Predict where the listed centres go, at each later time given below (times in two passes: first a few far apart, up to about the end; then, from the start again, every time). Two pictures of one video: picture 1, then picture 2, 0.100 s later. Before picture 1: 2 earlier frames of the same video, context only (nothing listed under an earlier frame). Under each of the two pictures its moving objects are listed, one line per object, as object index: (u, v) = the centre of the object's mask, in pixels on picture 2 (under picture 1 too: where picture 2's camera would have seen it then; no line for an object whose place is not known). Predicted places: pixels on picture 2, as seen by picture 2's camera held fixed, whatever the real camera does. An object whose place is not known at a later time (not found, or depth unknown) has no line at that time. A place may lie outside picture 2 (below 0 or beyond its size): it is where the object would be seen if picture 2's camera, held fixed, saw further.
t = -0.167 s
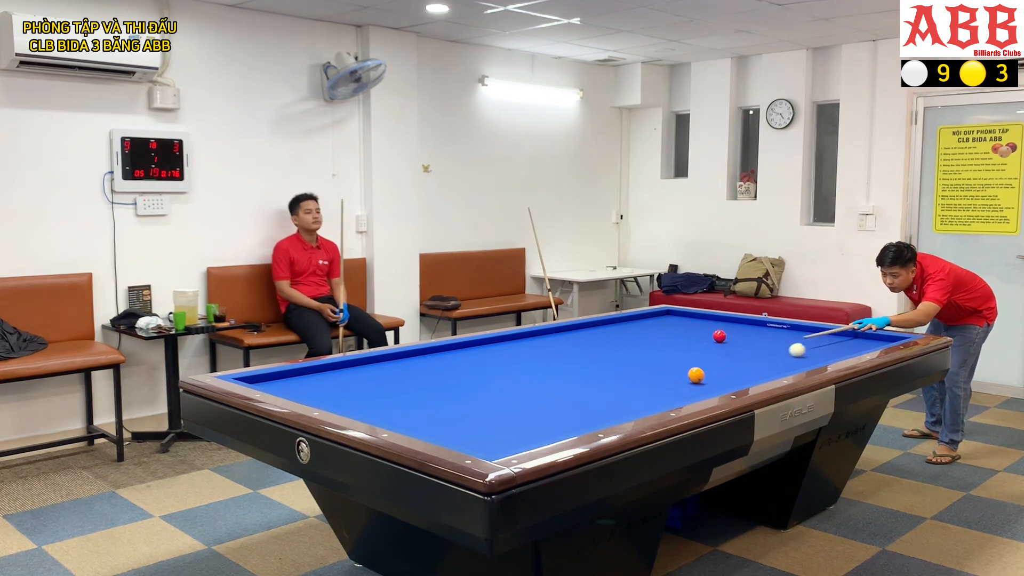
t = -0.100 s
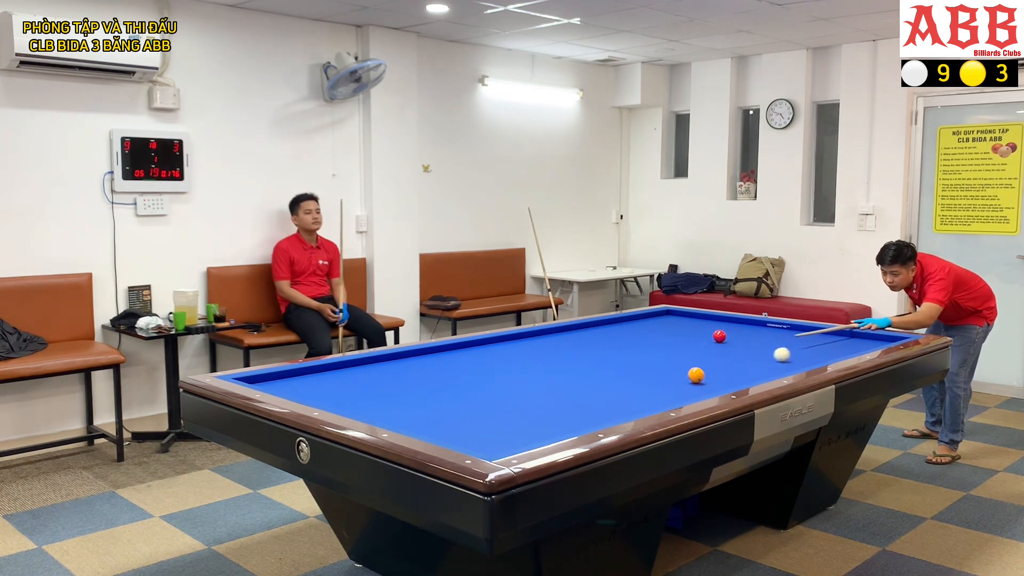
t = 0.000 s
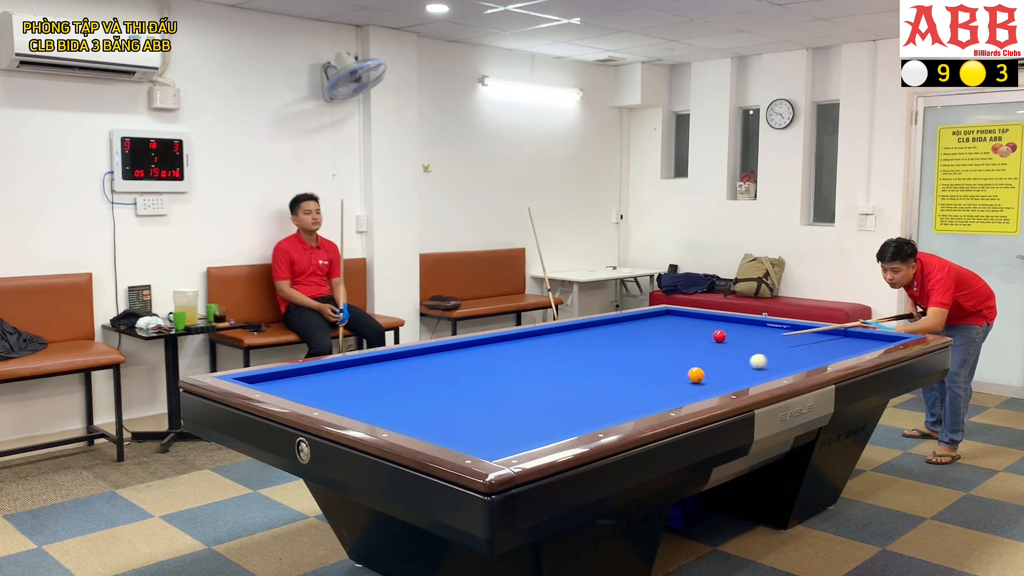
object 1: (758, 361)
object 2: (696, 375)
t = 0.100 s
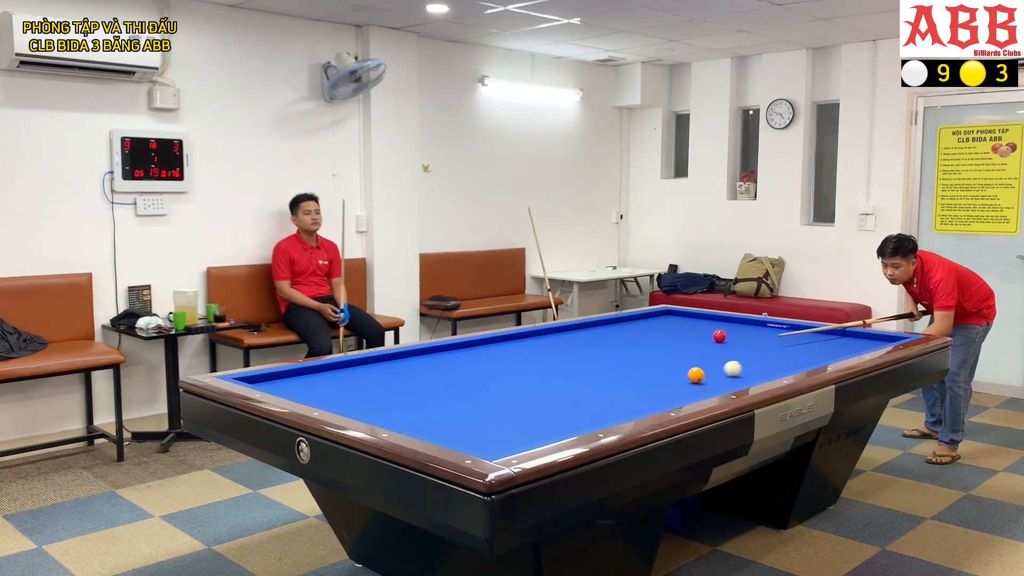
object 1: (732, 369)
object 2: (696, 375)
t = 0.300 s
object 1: (722, 383)
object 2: (651, 377)
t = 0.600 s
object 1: (651, 396)
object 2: (561, 380)
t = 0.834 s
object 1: (572, 404)
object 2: (495, 383)
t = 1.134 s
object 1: (464, 415)
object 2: (407, 386)
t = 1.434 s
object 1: (398, 414)
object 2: (316, 390)
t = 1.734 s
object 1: (413, 393)
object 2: (297, 385)
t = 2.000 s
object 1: (423, 379)
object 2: (314, 375)
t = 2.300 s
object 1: (432, 364)
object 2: (331, 366)
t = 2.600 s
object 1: (440, 352)
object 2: (364, 363)
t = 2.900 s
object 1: (467, 346)
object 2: (398, 361)
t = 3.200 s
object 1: (510, 345)
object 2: (430, 359)
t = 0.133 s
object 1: (724, 371)
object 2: (696, 375)
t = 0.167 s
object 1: (715, 374)
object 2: (696, 375)
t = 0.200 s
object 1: (713, 376)
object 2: (688, 376)
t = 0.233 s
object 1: (717, 379)
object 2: (675, 376)
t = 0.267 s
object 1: (719, 381)
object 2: (662, 376)
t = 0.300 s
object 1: (722, 383)
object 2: (651, 377)
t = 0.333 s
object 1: (723, 385)
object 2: (639, 377)
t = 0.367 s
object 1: (724, 386)
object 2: (628, 378)
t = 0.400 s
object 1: (715, 388)
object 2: (618, 378)
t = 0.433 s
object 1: (704, 389)
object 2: (608, 378)
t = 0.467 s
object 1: (694, 391)
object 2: (599, 379)
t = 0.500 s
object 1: (683, 392)
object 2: (589, 379)
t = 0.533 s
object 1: (672, 394)
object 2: (580, 379)
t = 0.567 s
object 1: (661, 395)
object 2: (571, 380)
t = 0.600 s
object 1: (651, 396)
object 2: (561, 380)
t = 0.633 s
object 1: (640, 397)
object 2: (551, 380)
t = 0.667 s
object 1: (629, 398)
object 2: (542, 381)
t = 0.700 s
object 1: (618, 399)
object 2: (532, 381)
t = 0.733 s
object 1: (607, 400)
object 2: (523, 381)
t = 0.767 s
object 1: (595, 401)
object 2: (514, 382)
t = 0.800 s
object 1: (584, 403)
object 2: (504, 382)
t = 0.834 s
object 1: (572, 404)
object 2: (495, 383)
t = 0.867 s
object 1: (561, 405)
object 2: (485, 383)
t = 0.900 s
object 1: (549, 406)
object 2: (476, 384)
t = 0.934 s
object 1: (537, 407)
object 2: (466, 384)
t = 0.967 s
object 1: (525, 408)
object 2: (456, 384)
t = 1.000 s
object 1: (513, 410)
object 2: (446, 385)
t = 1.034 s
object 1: (501, 411)
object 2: (436, 385)
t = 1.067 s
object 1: (489, 413)
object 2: (426, 386)
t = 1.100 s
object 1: (476, 414)
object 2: (417, 386)
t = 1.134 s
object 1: (464, 415)
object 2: (407, 386)
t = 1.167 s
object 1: (451, 417)
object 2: (397, 387)
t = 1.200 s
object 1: (438, 418)
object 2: (387, 387)
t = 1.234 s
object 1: (425, 420)
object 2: (377, 388)
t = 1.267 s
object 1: (412, 421)
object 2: (367, 388)
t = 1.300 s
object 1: (399, 421)
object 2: (357, 389)
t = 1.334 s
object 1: (388, 420)
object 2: (347, 389)
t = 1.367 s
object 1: (391, 419)
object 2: (337, 389)
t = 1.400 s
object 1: (395, 417)
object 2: (327, 390)
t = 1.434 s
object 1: (398, 414)
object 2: (316, 390)
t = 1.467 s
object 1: (400, 412)
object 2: (306, 391)
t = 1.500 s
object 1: (402, 409)
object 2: (296, 390)
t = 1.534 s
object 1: (404, 407)
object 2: (286, 389)
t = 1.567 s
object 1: (406, 404)
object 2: (281, 389)
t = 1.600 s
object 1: (407, 402)
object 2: (286, 388)
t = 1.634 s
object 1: (409, 400)
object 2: (289, 388)
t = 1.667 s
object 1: (410, 398)
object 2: (292, 387)
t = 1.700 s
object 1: (412, 396)
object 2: (294, 386)
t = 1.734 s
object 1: (413, 393)
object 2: (297, 385)
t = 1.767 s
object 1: (414, 391)
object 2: (299, 384)
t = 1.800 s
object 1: (416, 390)
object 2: (301, 382)
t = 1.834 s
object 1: (417, 388)
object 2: (303, 381)
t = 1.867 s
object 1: (418, 386)
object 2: (305, 380)
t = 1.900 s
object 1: (419, 384)
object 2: (308, 379)
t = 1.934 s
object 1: (421, 382)
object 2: (310, 378)
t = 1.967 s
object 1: (422, 380)
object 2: (312, 377)
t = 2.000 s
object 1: (423, 379)
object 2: (314, 375)
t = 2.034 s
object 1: (424, 377)
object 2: (316, 374)
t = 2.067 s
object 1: (425, 375)
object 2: (318, 373)
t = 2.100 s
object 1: (426, 374)
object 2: (320, 372)
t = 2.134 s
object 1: (427, 372)
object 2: (322, 371)
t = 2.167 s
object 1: (428, 370)
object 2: (323, 370)
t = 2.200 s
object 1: (429, 369)
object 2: (325, 369)
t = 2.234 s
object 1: (430, 367)
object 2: (327, 368)
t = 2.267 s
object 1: (431, 366)
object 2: (329, 367)
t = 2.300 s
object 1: (432, 364)
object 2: (331, 366)
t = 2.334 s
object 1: (433, 363)
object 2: (333, 365)
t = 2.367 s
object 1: (434, 362)
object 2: (337, 365)
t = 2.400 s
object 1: (435, 360)
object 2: (341, 365)
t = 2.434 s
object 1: (436, 359)
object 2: (345, 365)
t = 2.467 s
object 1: (437, 358)
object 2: (349, 364)
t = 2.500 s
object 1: (438, 356)
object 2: (353, 364)
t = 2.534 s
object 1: (438, 355)
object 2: (357, 364)
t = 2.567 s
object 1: (439, 354)
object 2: (360, 364)
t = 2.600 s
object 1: (440, 352)
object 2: (364, 363)
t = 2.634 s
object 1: (441, 351)
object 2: (368, 363)
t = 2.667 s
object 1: (442, 350)
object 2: (372, 363)
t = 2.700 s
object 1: (442, 349)
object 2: (376, 362)
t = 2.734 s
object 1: (443, 348)
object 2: (380, 362)
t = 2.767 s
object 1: (446, 347)
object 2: (383, 362)
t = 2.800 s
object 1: (452, 347)
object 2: (387, 361)
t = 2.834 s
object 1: (457, 347)
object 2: (391, 361)
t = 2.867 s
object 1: (462, 346)
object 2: (394, 361)
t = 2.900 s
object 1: (467, 346)
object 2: (398, 361)
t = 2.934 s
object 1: (472, 346)
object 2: (402, 361)
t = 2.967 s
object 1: (476, 346)
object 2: (405, 360)
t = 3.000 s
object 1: (481, 346)
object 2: (409, 360)
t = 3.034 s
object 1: (486, 345)
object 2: (413, 360)
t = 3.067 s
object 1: (491, 345)
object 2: (416, 360)
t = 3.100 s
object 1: (496, 345)
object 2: (419, 360)
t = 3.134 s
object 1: (500, 345)
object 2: (423, 359)
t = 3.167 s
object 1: (505, 345)
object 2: (426, 359)
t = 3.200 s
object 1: (510, 345)
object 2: (430, 359)
